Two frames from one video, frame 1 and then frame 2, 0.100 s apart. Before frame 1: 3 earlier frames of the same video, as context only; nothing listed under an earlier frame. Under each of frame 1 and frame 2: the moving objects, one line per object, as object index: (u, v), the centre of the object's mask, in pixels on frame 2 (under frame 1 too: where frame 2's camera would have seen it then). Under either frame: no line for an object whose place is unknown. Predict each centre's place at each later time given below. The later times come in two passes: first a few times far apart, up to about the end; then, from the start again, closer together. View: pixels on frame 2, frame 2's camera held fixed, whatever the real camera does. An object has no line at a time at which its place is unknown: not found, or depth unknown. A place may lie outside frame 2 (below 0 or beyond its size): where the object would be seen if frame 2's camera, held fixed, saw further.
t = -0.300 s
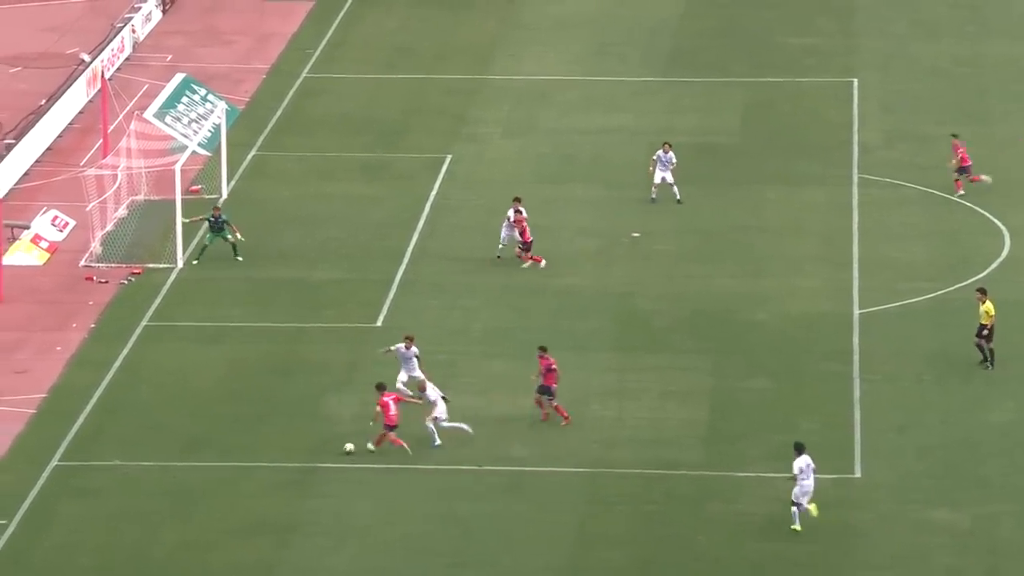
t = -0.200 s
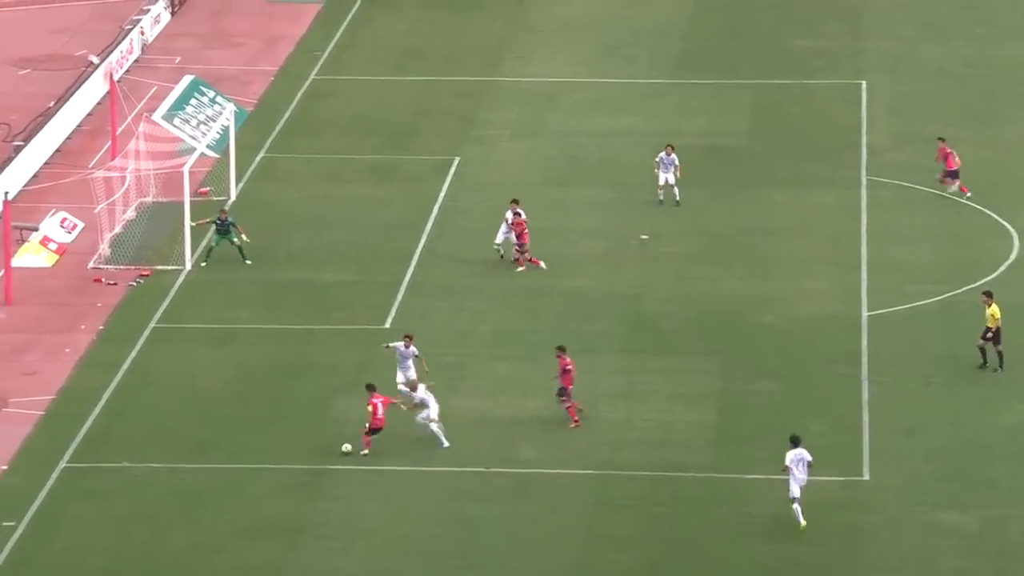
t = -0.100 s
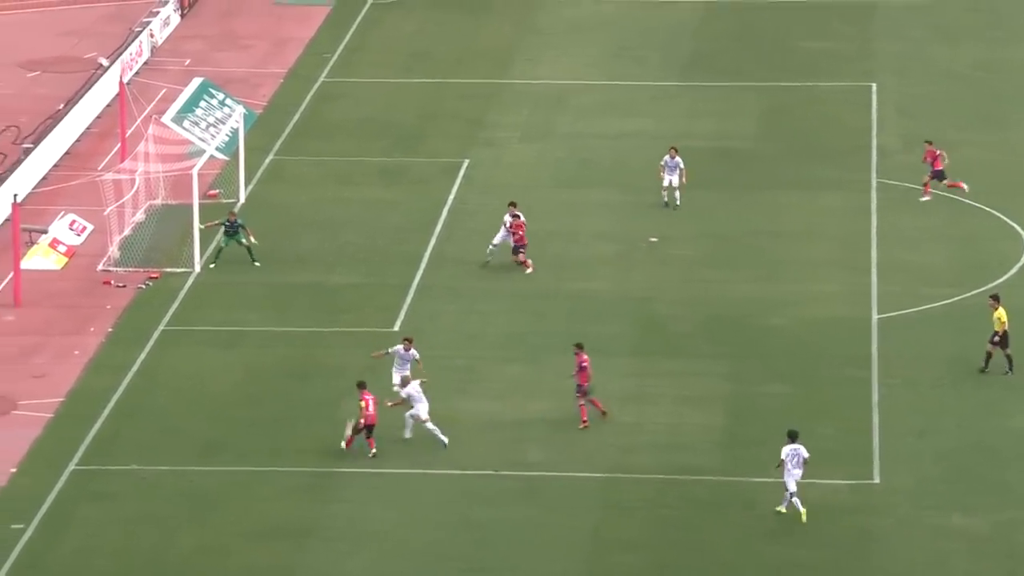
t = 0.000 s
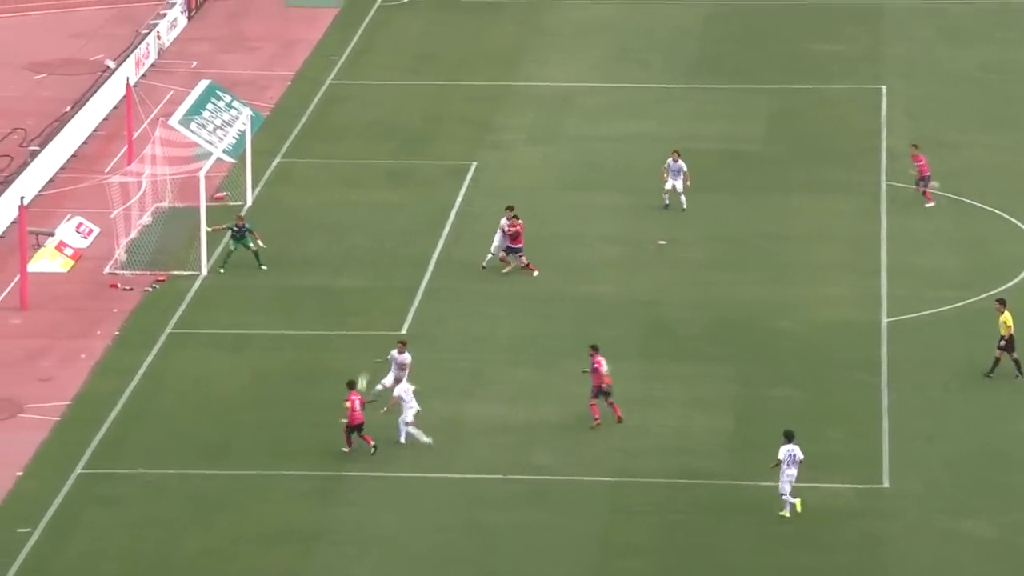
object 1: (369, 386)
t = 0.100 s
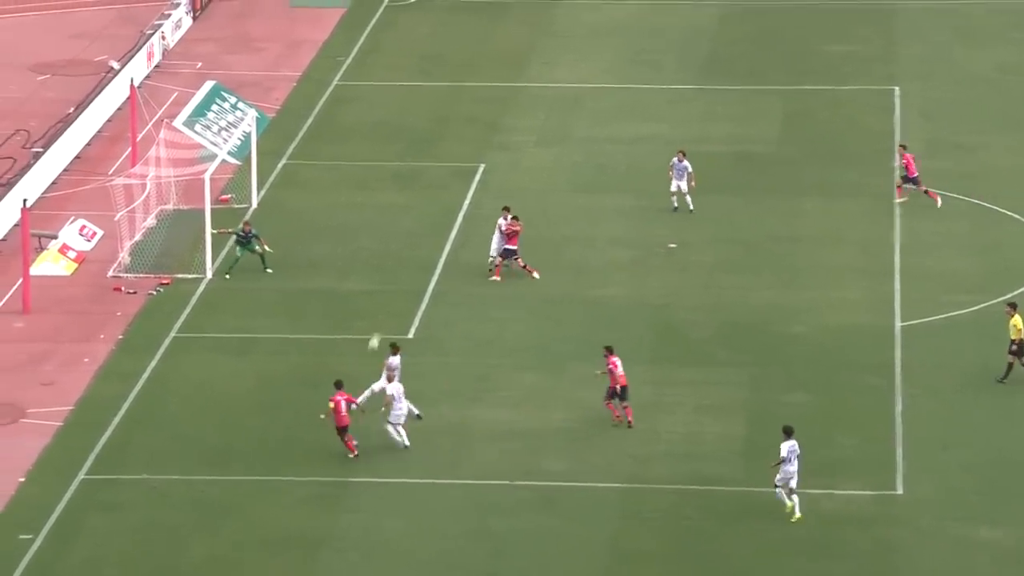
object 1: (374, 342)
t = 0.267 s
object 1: (385, 280)
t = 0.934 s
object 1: (446, 156)
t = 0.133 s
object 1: (377, 327)
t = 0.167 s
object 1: (378, 317)
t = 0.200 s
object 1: (381, 302)
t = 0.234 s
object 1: (384, 289)
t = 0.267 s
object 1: (385, 280)
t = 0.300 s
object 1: (388, 268)
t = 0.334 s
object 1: (392, 255)
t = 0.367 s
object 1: (393, 248)
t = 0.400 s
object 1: (396, 238)
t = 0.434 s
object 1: (400, 229)
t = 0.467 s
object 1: (401, 223)
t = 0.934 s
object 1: (446, 156)
